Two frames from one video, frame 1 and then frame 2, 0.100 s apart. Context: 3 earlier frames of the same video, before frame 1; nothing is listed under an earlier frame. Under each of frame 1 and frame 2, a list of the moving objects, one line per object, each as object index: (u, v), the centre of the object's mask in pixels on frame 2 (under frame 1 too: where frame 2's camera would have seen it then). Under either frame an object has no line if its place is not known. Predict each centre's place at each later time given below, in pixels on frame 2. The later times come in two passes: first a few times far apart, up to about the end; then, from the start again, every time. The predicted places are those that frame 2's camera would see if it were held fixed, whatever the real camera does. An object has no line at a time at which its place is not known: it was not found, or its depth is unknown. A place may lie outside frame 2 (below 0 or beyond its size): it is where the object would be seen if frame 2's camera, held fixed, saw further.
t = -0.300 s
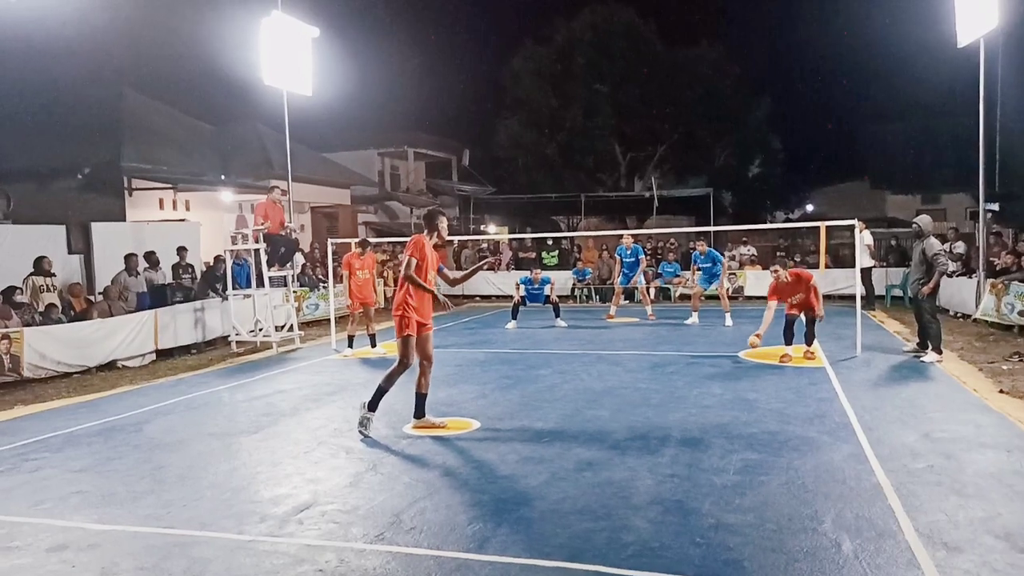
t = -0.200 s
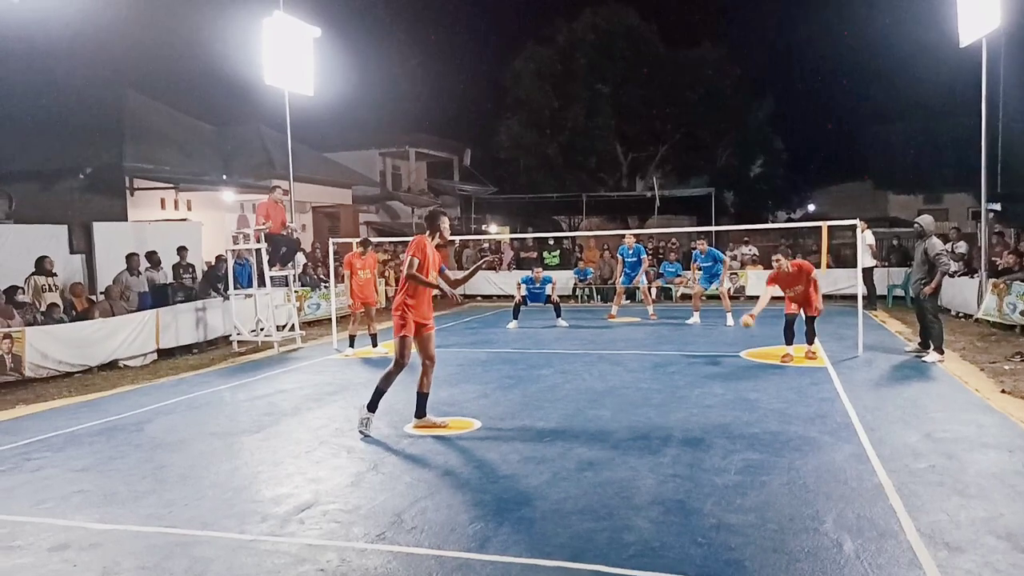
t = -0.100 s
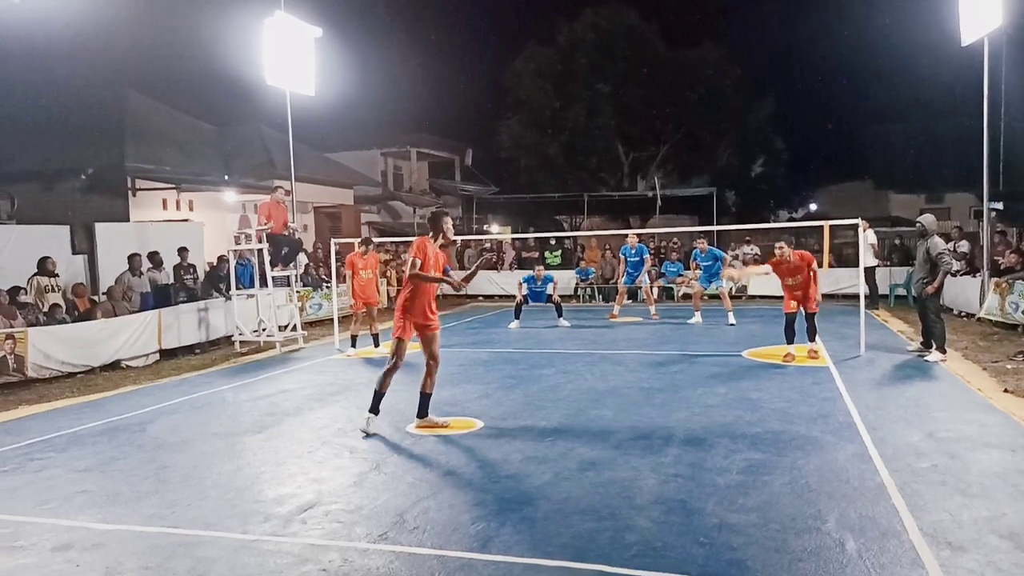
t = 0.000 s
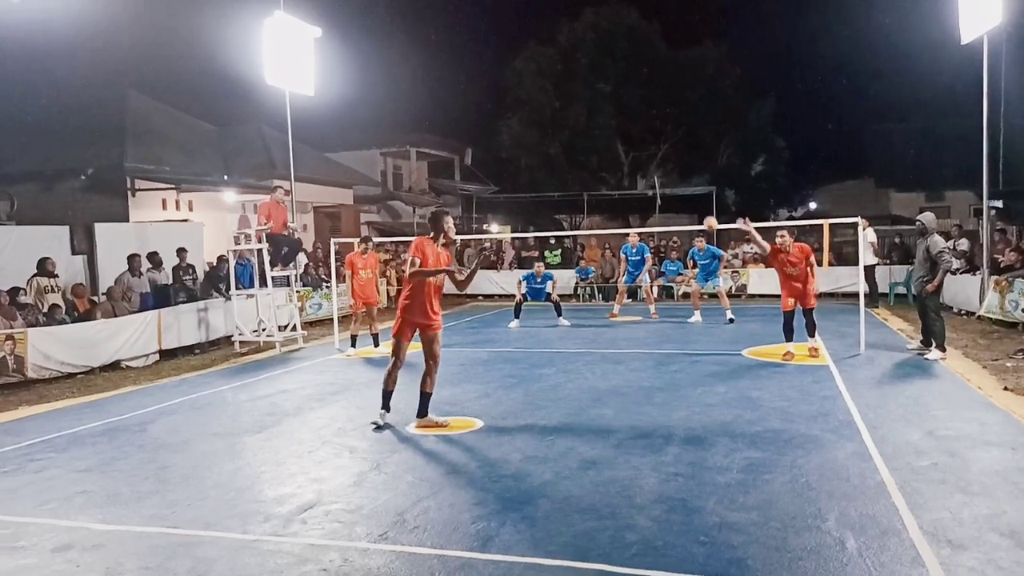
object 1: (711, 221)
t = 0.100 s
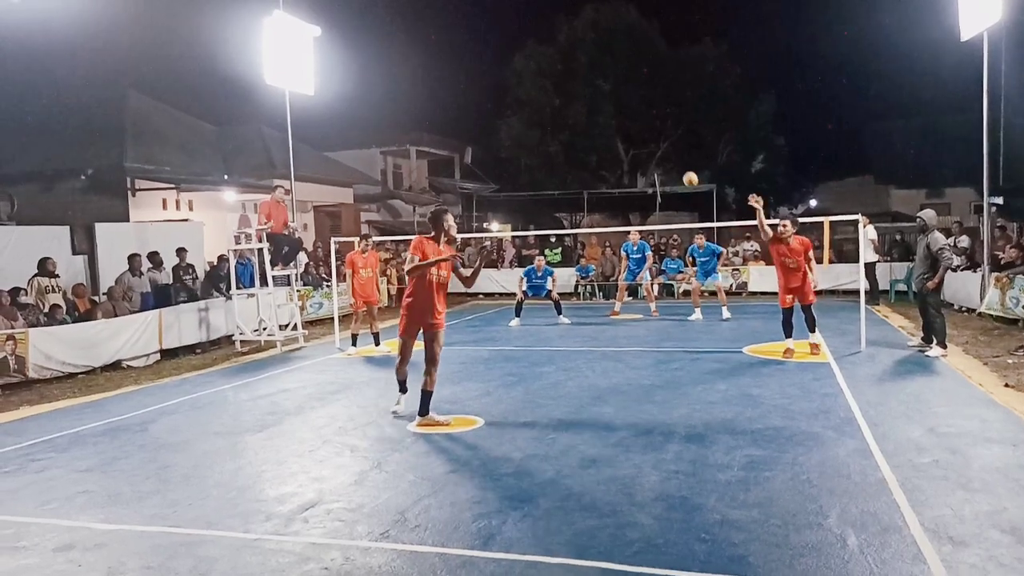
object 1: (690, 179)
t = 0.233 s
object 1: (662, 135)
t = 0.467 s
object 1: (609, 99)
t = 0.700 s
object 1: (552, 121)
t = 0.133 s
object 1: (683, 167)
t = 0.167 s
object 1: (676, 156)
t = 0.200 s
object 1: (669, 145)
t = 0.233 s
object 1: (662, 135)
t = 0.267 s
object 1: (654, 127)
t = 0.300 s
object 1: (647, 120)
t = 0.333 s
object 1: (640, 113)
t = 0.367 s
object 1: (632, 108)
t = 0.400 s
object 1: (624, 104)
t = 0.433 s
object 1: (617, 100)
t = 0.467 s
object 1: (609, 99)
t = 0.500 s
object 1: (601, 98)
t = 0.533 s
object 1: (593, 99)
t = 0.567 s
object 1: (585, 100)
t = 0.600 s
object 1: (577, 103)
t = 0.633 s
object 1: (568, 108)
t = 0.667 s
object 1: (560, 114)
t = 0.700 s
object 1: (552, 121)
